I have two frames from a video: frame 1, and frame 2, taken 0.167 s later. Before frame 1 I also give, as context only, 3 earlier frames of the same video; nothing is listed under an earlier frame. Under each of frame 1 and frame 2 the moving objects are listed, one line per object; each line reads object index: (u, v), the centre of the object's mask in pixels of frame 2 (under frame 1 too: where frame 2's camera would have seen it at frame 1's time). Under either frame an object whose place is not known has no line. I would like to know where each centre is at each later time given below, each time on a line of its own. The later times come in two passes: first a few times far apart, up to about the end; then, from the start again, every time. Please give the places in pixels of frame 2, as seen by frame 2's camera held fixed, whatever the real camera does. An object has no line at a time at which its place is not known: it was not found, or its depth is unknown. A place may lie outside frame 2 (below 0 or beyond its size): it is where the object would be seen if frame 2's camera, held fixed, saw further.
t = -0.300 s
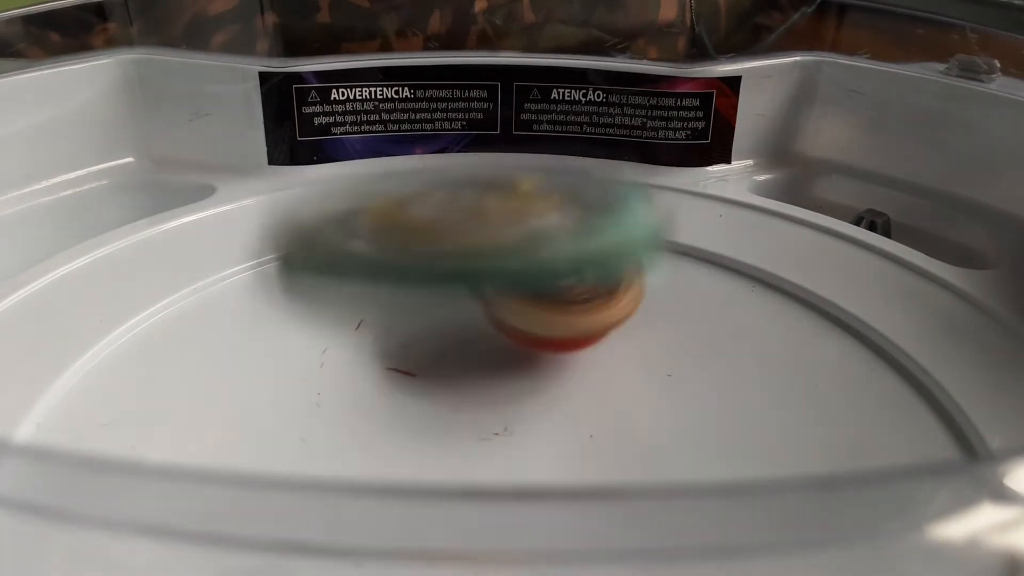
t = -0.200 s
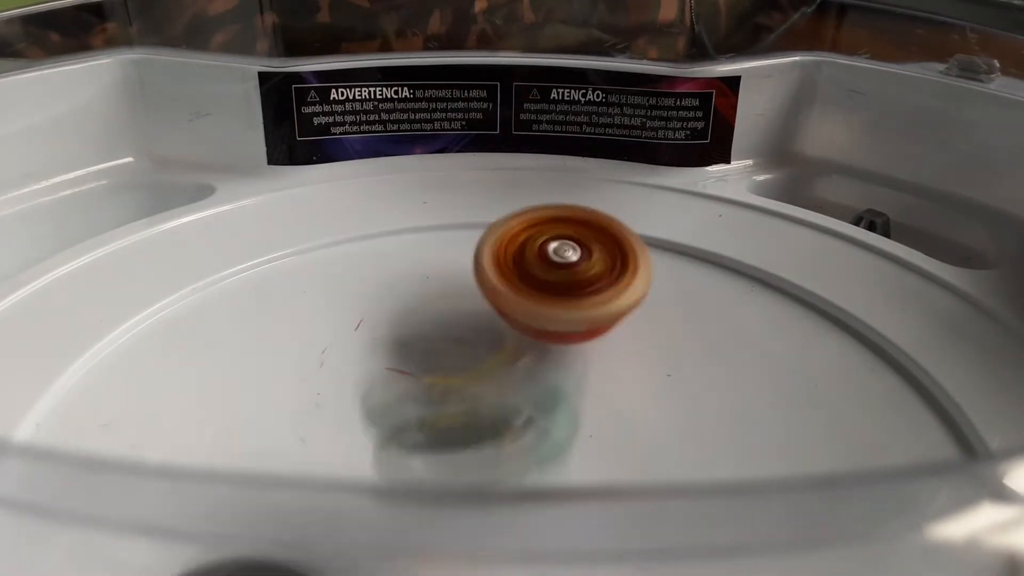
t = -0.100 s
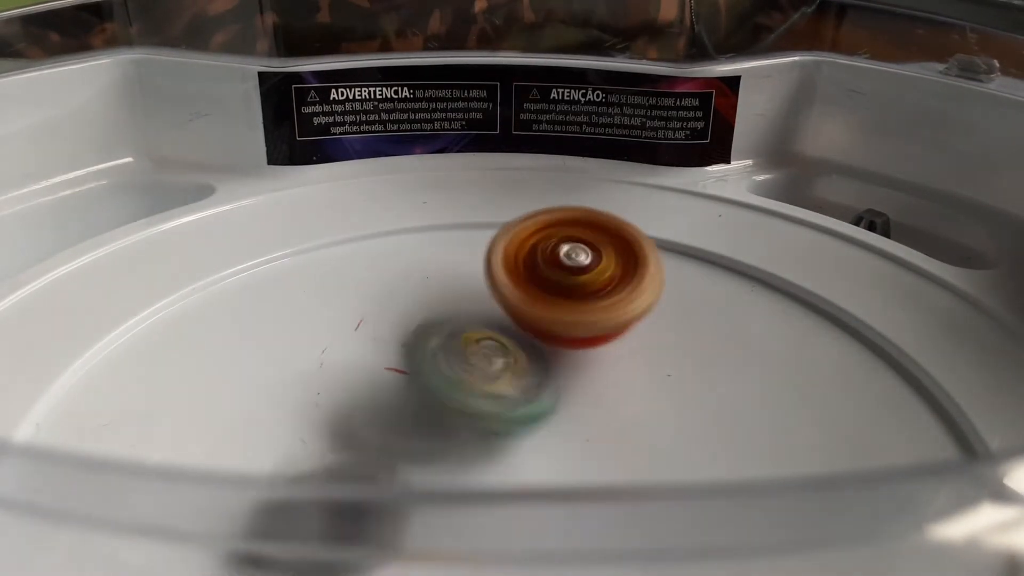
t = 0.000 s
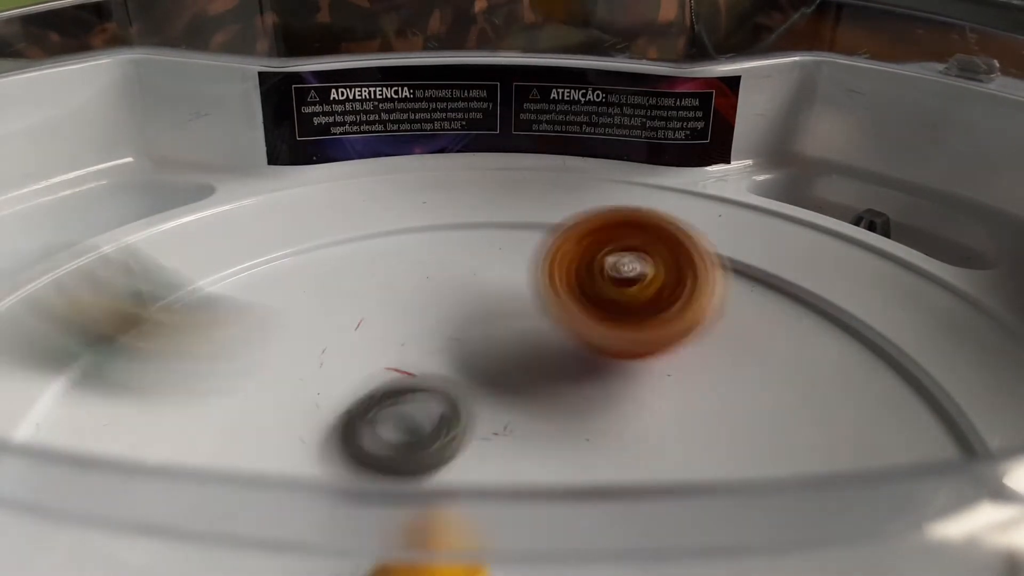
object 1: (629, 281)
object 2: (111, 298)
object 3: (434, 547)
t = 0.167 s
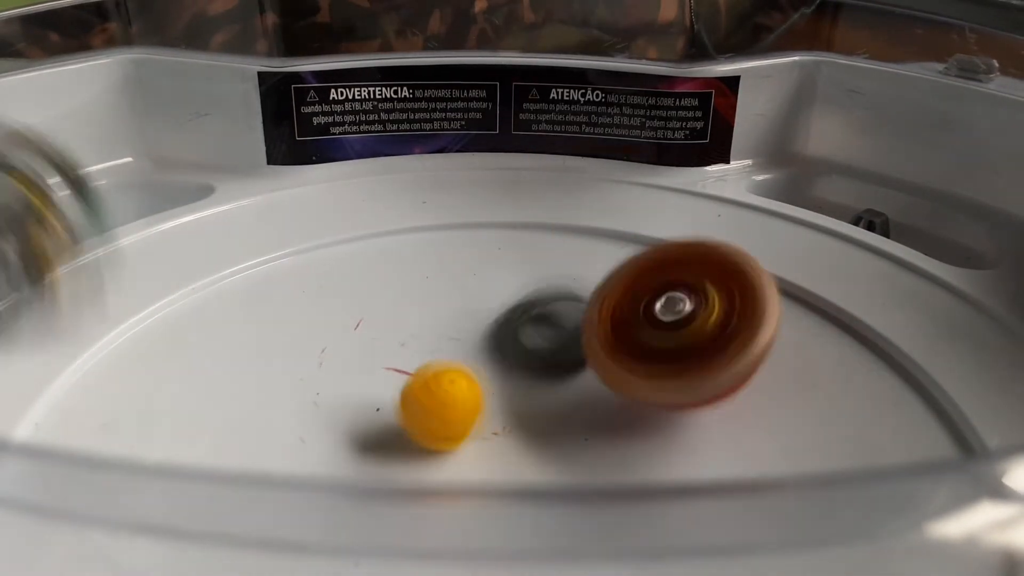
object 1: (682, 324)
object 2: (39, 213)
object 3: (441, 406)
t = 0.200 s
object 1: (679, 338)
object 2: (62, 302)
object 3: (436, 399)
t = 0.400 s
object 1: (572, 415)
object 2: (312, 401)
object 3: (451, 376)
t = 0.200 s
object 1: (679, 338)
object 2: (62, 302)
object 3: (436, 399)
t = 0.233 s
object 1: (671, 351)
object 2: (94, 313)
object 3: (431, 387)
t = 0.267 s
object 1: (658, 366)
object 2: (145, 334)
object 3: (427, 383)
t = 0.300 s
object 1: (638, 382)
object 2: (189, 357)
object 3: (428, 378)
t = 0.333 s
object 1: (618, 393)
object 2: (237, 376)
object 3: (431, 378)
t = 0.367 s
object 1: (594, 405)
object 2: (283, 391)
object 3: (433, 377)
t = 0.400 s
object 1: (572, 415)
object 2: (312, 401)
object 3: (451, 376)
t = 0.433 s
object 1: (550, 423)
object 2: (334, 411)
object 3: (462, 356)
